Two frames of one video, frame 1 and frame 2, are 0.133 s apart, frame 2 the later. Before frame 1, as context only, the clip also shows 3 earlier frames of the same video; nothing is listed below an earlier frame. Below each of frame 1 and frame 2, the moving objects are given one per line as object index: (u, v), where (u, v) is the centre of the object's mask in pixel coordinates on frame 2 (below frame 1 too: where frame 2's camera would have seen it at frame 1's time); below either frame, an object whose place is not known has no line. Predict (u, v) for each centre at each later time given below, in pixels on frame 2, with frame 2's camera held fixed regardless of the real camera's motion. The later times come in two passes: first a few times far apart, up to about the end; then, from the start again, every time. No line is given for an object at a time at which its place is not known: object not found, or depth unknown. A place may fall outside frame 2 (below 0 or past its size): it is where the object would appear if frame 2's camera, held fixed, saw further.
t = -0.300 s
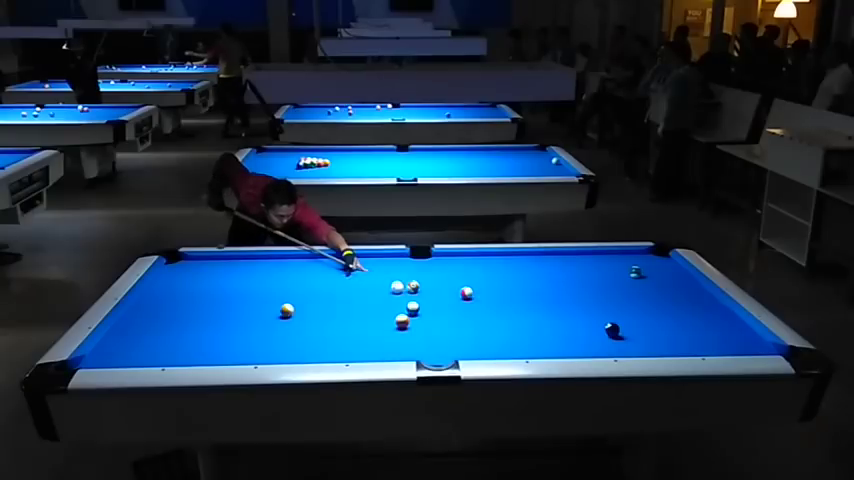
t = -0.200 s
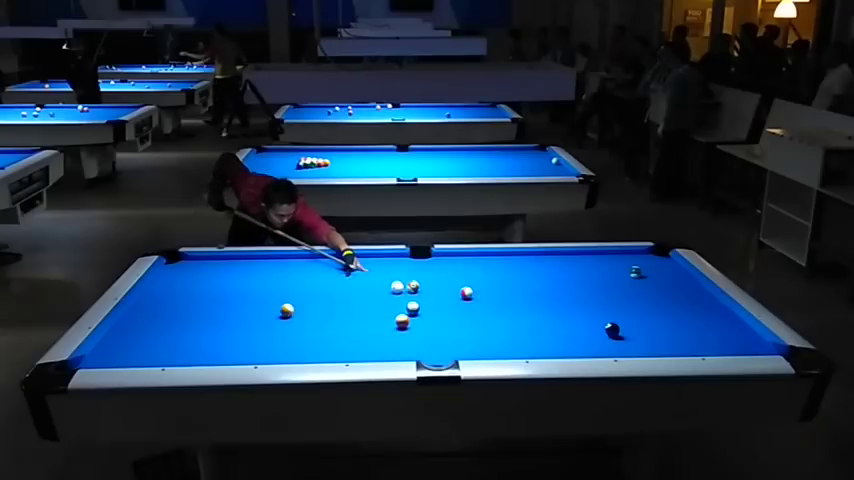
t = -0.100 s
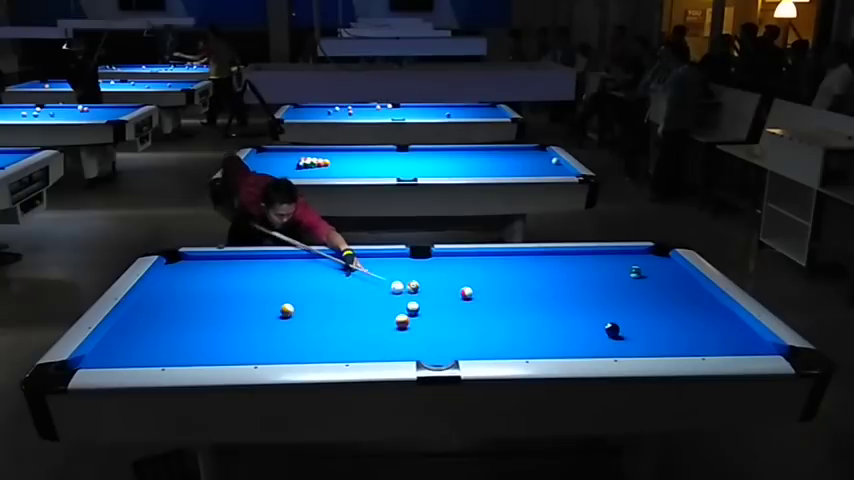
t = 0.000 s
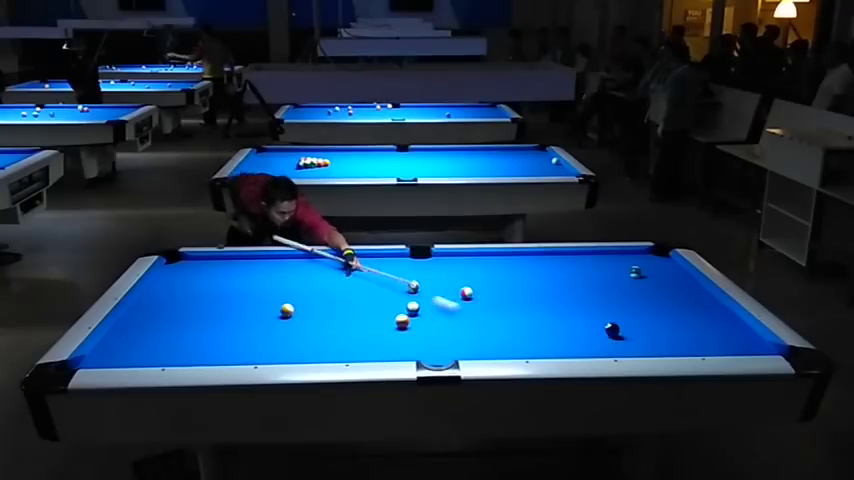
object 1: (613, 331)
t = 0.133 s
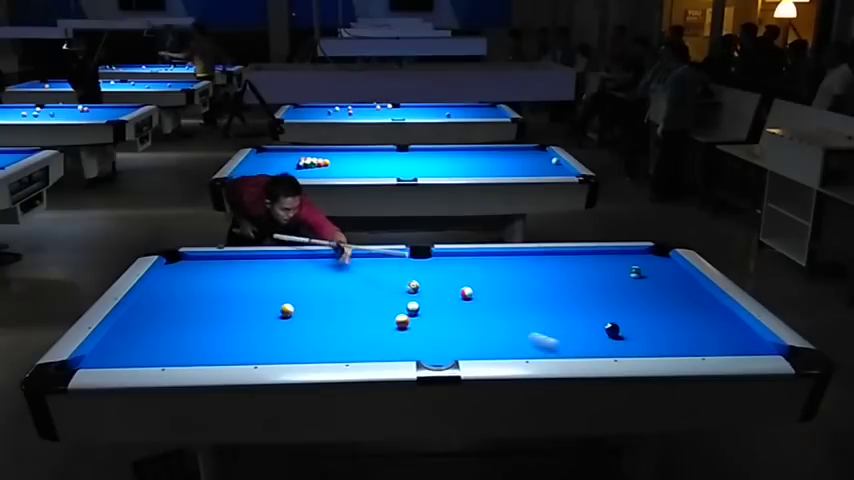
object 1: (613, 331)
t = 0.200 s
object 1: (613, 331)
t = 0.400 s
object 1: (634, 298)
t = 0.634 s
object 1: (658, 266)
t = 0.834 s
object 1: (663, 253)
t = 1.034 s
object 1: (648, 254)
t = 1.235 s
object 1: (651, 255)
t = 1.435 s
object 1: (651, 258)
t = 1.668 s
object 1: (650, 259)
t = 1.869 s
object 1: (648, 261)
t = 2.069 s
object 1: (648, 263)
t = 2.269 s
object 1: (648, 264)
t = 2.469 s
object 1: (648, 266)
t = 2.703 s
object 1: (647, 268)
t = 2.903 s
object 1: (647, 268)
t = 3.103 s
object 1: (646, 269)
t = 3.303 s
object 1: (646, 270)
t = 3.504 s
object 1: (646, 270)
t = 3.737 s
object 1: (647, 271)
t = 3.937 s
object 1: (647, 271)
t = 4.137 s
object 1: (646, 271)
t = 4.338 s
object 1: (646, 271)
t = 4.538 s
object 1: (647, 271)
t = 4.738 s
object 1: (646, 271)
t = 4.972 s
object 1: (646, 271)
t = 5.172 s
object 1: (647, 270)
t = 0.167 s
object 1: (613, 331)
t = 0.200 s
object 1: (613, 331)
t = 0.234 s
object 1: (614, 331)
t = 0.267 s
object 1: (615, 323)
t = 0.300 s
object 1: (620, 319)
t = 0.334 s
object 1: (625, 311)
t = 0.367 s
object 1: (630, 304)
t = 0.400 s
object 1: (634, 298)
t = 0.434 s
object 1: (638, 293)
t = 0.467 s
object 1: (642, 288)
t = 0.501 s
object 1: (646, 282)
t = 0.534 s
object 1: (649, 278)
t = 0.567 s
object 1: (652, 273)
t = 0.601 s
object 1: (656, 270)
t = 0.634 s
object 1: (658, 266)
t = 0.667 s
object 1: (662, 261)
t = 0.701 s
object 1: (664, 257)
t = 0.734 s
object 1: (662, 254)
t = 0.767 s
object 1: (657, 252)
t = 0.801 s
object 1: (657, 253)
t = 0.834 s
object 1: (663, 253)
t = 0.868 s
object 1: (663, 253)
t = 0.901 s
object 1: (661, 254)
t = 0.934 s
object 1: (658, 254)
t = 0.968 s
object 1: (654, 254)
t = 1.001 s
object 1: (648, 253)
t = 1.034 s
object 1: (648, 254)
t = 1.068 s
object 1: (649, 254)
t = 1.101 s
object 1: (650, 254)
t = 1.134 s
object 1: (650, 255)
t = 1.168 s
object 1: (650, 255)
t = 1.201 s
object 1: (650, 255)
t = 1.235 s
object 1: (651, 255)
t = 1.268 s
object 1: (651, 256)
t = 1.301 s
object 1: (651, 256)
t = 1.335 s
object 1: (651, 257)
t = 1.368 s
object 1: (651, 258)
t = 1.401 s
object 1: (651, 258)
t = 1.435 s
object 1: (651, 258)
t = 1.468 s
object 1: (651, 258)
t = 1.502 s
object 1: (651, 258)
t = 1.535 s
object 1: (651, 258)
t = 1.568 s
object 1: (650, 259)
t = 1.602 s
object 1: (649, 259)
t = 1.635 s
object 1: (649, 259)
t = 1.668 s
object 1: (650, 259)
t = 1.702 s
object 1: (649, 259)
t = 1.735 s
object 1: (650, 259)
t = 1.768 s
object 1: (649, 260)
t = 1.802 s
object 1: (649, 261)
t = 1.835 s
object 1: (648, 261)
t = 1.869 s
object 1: (648, 261)
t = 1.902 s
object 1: (648, 262)
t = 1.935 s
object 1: (648, 262)
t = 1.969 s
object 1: (648, 263)
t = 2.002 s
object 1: (648, 263)
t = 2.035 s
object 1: (648, 263)
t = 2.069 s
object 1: (648, 263)
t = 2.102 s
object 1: (648, 263)
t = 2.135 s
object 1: (648, 264)
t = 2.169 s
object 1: (648, 264)
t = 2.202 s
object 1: (648, 264)
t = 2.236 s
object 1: (648, 265)
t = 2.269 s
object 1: (648, 264)
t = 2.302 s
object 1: (648, 265)
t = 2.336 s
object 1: (648, 265)
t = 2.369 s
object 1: (648, 265)
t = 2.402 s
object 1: (648, 265)
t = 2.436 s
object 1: (648, 266)
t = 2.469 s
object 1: (648, 266)
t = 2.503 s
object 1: (648, 266)
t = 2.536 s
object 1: (647, 267)
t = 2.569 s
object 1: (647, 267)
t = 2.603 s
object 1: (647, 267)
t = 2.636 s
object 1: (647, 267)
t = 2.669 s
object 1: (647, 267)
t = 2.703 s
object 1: (647, 268)
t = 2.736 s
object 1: (647, 268)
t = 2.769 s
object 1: (647, 268)
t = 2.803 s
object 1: (647, 268)
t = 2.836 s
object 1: (647, 268)
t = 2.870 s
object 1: (647, 268)
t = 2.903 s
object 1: (647, 268)
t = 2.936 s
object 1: (647, 269)
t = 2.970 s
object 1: (647, 269)
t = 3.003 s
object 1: (647, 269)
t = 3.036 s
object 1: (647, 269)
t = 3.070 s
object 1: (647, 269)
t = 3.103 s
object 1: (646, 269)
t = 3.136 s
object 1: (647, 269)
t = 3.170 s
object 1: (647, 269)
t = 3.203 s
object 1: (646, 270)
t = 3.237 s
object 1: (646, 270)
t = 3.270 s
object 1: (646, 270)
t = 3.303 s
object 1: (646, 270)
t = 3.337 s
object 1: (647, 270)
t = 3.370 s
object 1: (647, 270)
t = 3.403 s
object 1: (647, 270)
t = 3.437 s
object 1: (647, 270)
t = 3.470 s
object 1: (647, 270)
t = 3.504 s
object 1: (646, 270)
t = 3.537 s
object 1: (647, 270)
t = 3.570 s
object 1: (647, 270)
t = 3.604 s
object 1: (647, 271)
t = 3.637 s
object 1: (647, 271)
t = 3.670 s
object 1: (647, 271)
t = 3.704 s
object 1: (647, 271)
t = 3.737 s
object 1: (647, 271)
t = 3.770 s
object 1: (647, 271)
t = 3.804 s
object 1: (647, 271)
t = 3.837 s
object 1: (647, 271)
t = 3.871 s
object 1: (647, 271)
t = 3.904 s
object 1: (647, 271)
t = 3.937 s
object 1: (647, 271)
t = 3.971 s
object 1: (647, 271)
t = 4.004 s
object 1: (646, 271)
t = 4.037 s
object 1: (647, 271)
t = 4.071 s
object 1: (647, 271)
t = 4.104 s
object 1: (647, 271)
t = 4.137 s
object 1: (646, 271)
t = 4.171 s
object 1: (646, 271)
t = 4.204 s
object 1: (646, 271)
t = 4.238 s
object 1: (646, 271)
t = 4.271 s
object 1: (646, 271)
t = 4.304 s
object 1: (646, 271)
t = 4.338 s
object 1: (646, 271)
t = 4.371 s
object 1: (646, 271)
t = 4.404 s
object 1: (647, 271)
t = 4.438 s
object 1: (647, 271)
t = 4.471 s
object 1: (646, 271)
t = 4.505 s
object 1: (646, 271)
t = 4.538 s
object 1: (647, 271)
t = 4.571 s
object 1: (647, 271)
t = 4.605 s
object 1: (646, 271)
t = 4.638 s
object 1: (646, 271)
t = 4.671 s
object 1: (646, 271)
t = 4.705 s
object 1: (646, 271)
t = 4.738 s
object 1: (646, 271)
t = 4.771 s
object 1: (646, 271)
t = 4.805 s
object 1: (647, 271)
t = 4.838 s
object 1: (647, 271)
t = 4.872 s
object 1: (646, 271)
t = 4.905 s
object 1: (646, 271)
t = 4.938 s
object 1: (646, 271)
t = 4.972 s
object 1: (646, 271)
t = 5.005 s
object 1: (646, 270)
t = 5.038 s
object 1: (646, 270)
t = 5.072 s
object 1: (646, 270)
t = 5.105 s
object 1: (646, 270)
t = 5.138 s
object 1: (646, 270)
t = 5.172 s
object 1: (647, 270)
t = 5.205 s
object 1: (647, 270)
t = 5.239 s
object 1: (647, 270)
